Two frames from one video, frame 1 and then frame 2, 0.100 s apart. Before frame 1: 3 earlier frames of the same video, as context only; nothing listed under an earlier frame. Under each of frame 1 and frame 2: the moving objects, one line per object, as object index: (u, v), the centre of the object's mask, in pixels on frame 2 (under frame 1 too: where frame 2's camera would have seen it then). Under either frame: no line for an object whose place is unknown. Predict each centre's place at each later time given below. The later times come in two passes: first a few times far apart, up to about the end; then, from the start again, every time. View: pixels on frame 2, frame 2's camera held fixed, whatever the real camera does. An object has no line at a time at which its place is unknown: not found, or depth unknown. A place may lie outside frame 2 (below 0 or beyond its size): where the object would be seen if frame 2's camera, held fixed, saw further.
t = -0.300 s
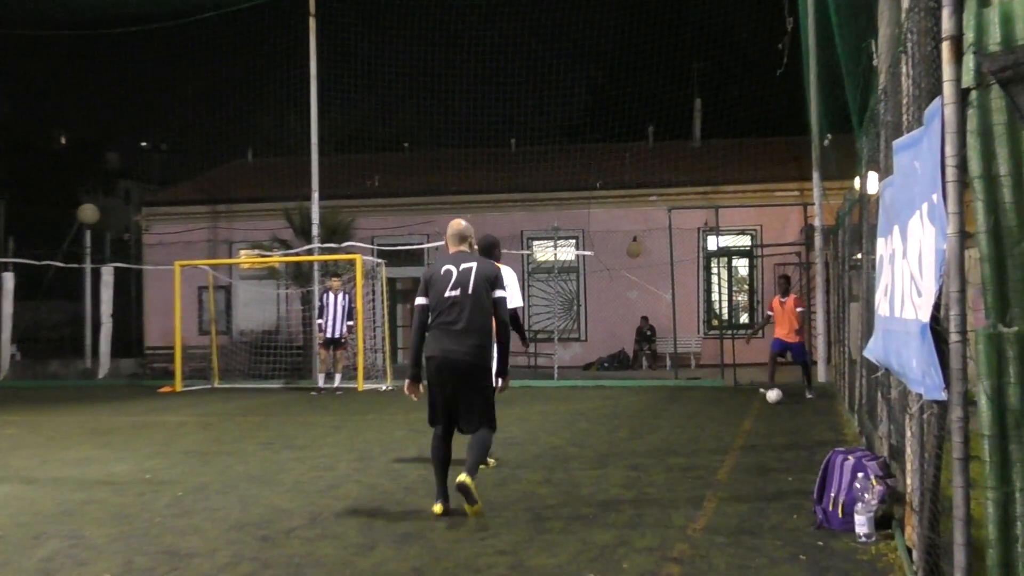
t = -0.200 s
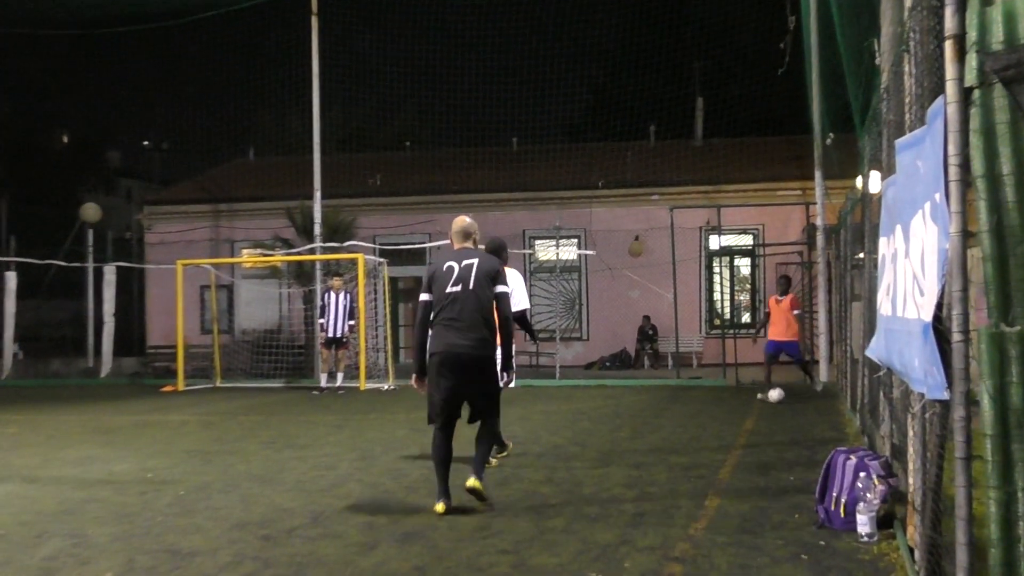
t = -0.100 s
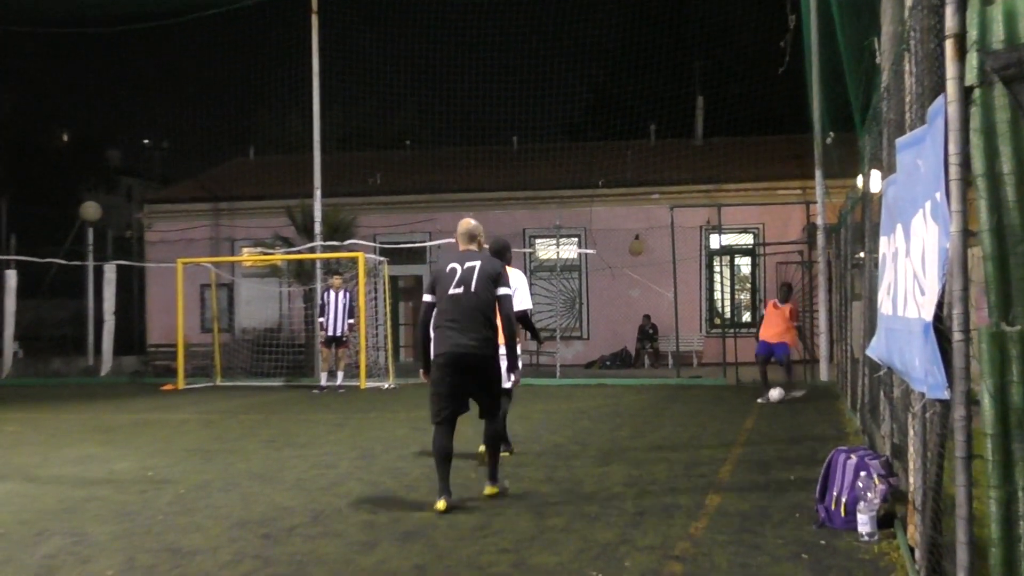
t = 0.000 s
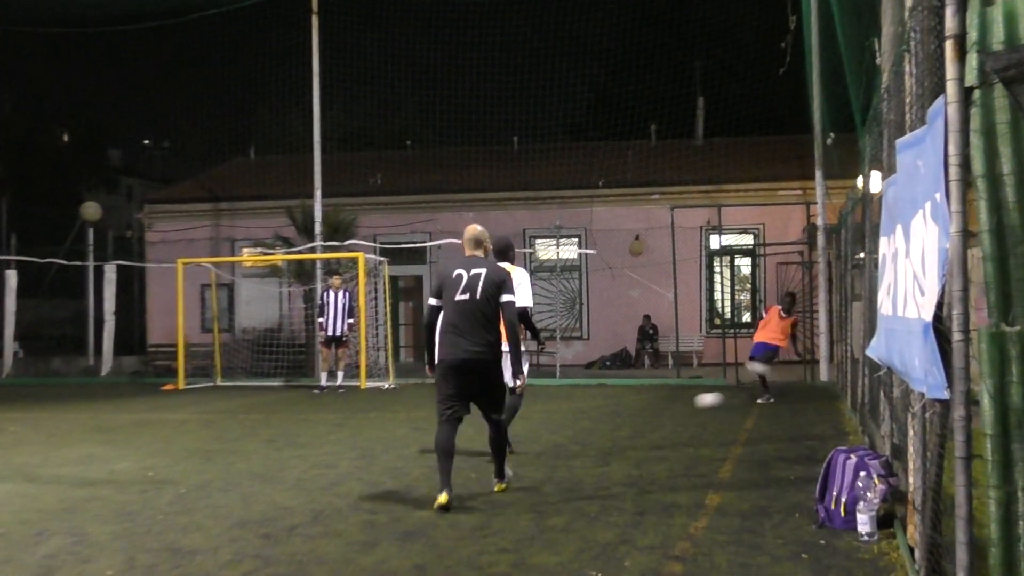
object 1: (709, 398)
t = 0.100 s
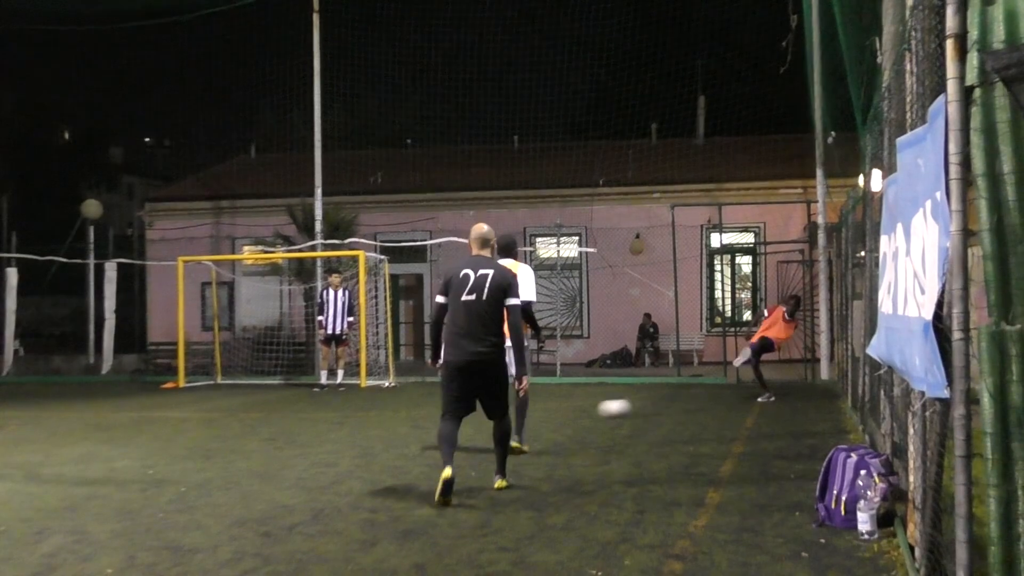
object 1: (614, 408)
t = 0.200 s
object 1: (517, 415)
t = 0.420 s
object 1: (206, 445)
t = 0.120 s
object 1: (594, 410)
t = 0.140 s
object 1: (573, 411)
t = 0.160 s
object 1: (552, 413)
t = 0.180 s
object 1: (526, 415)
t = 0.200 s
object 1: (517, 415)
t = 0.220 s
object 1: (476, 422)
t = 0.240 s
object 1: (470, 423)
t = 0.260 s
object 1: (427, 424)
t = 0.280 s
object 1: (407, 427)
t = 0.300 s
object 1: (380, 430)
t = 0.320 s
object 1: (352, 431)
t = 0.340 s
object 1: (325, 434)
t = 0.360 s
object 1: (297, 437)
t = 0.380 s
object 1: (267, 439)
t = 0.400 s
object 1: (238, 441)
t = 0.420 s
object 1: (206, 445)
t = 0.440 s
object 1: (173, 448)
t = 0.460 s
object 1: (140, 451)
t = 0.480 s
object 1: (105, 454)
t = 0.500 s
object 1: (70, 457)
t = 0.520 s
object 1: (35, 460)
